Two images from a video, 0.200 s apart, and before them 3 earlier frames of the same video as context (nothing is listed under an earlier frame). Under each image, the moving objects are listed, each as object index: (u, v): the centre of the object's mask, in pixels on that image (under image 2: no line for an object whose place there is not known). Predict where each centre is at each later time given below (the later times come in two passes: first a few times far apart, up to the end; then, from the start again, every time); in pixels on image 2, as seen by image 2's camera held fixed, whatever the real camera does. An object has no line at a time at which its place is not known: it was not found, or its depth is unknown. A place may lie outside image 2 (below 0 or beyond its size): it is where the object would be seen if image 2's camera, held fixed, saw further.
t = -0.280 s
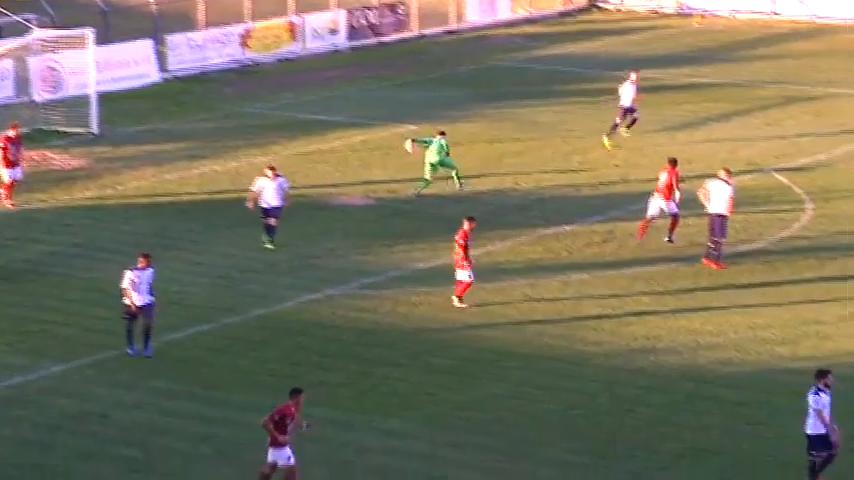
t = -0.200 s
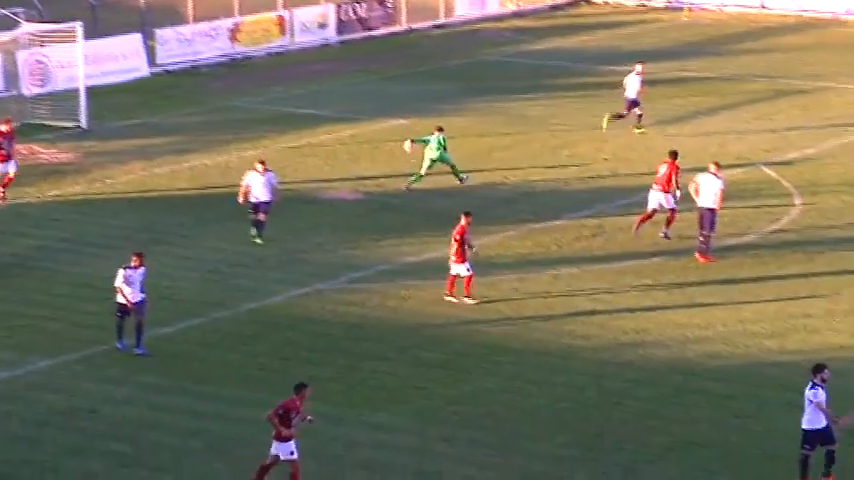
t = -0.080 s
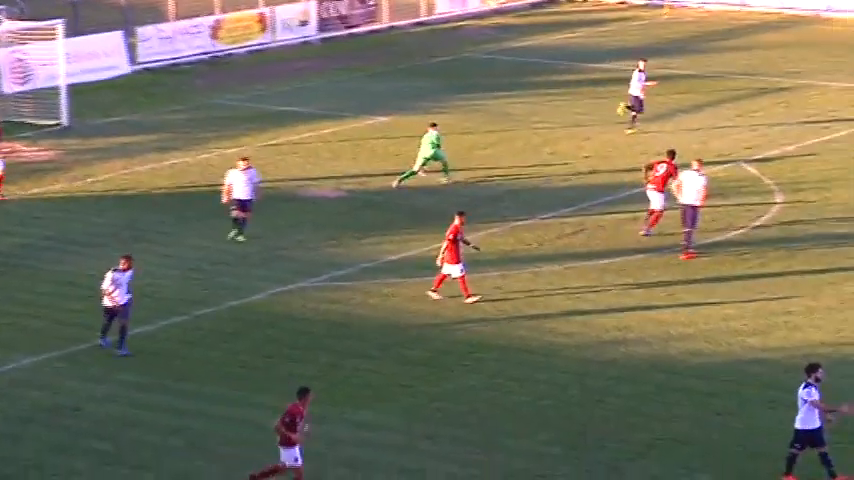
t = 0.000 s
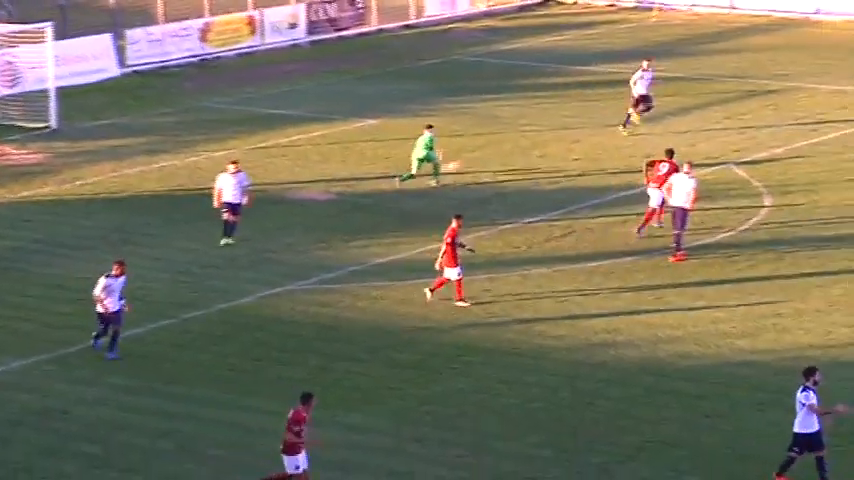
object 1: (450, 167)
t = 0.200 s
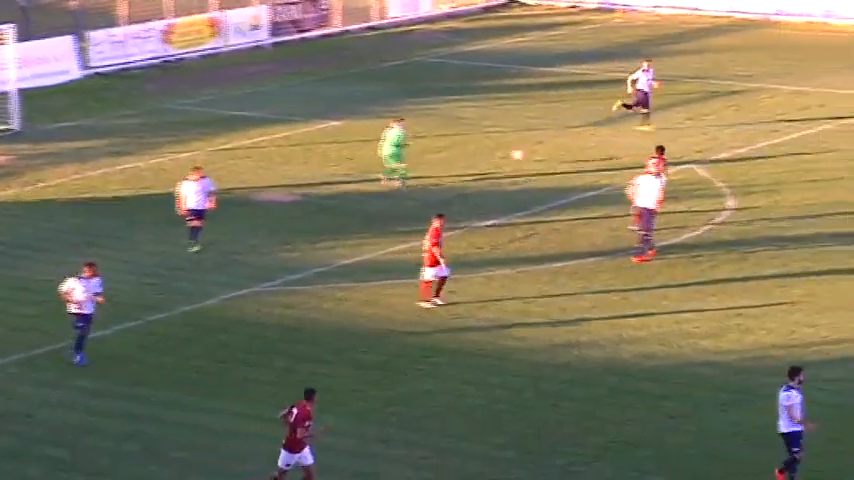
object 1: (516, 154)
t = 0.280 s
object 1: (554, 156)
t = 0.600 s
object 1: (655, 134)
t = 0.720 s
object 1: (686, 136)
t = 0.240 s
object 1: (536, 155)
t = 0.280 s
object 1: (554, 156)
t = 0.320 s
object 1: (566, 151)
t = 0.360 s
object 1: (579, 146)
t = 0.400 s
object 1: (593, 141)
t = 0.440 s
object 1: (607, 138)
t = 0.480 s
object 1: (619, 136)
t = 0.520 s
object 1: (631, 134)
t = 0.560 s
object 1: (643, 134)
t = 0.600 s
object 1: (655, 134)
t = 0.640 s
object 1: (667, 135)
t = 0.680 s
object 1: (676, 137)
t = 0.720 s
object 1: (686, 136)
